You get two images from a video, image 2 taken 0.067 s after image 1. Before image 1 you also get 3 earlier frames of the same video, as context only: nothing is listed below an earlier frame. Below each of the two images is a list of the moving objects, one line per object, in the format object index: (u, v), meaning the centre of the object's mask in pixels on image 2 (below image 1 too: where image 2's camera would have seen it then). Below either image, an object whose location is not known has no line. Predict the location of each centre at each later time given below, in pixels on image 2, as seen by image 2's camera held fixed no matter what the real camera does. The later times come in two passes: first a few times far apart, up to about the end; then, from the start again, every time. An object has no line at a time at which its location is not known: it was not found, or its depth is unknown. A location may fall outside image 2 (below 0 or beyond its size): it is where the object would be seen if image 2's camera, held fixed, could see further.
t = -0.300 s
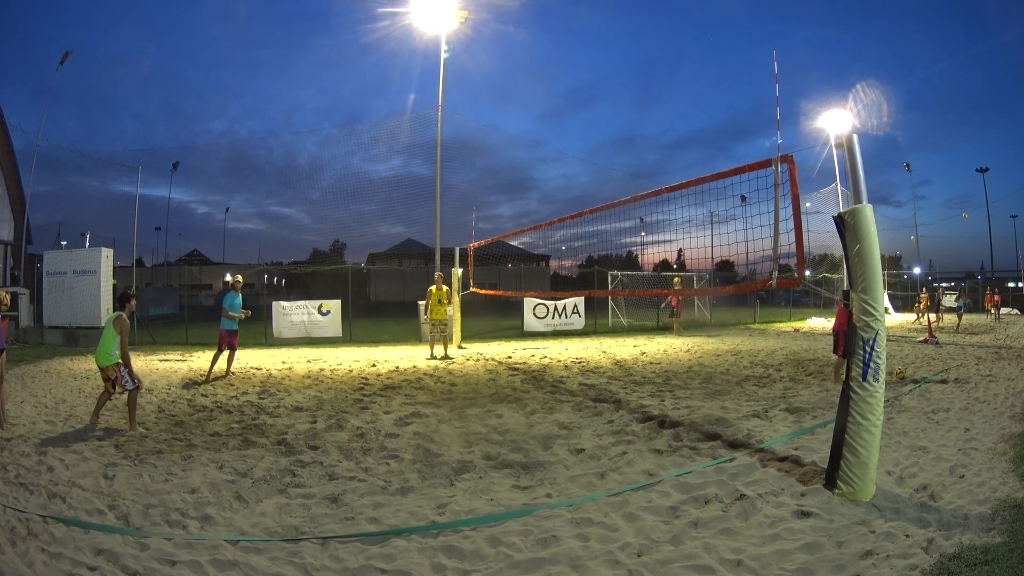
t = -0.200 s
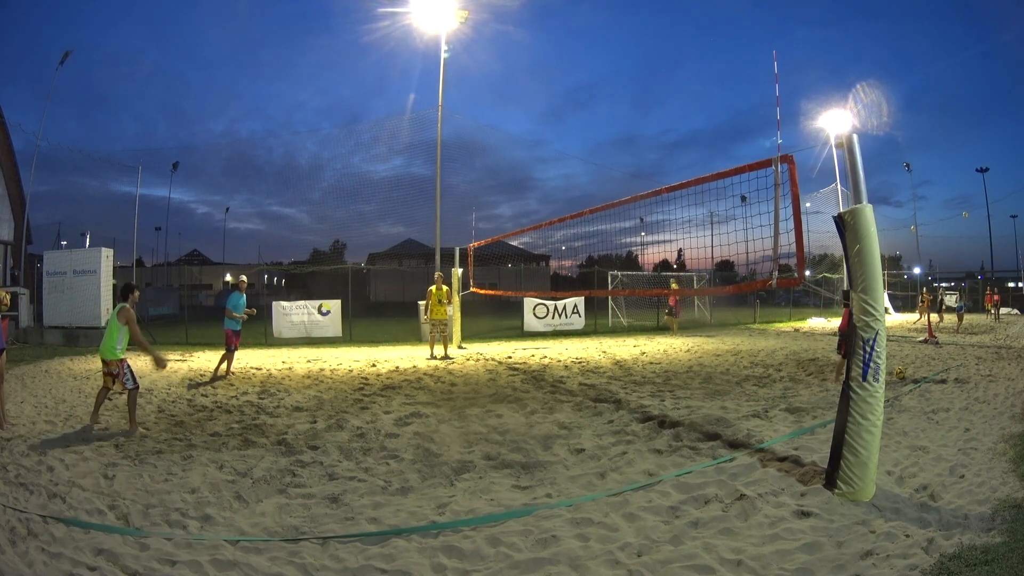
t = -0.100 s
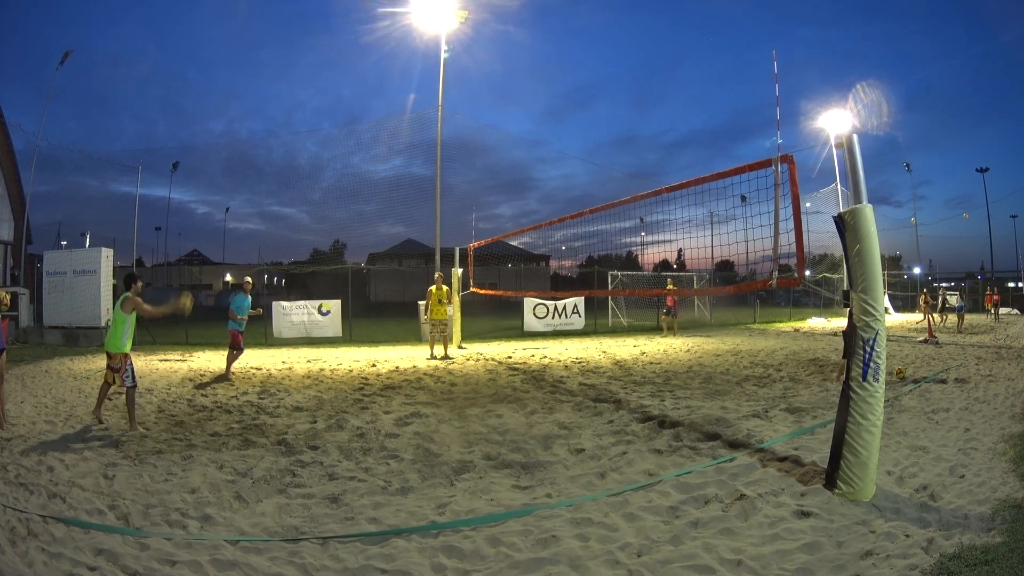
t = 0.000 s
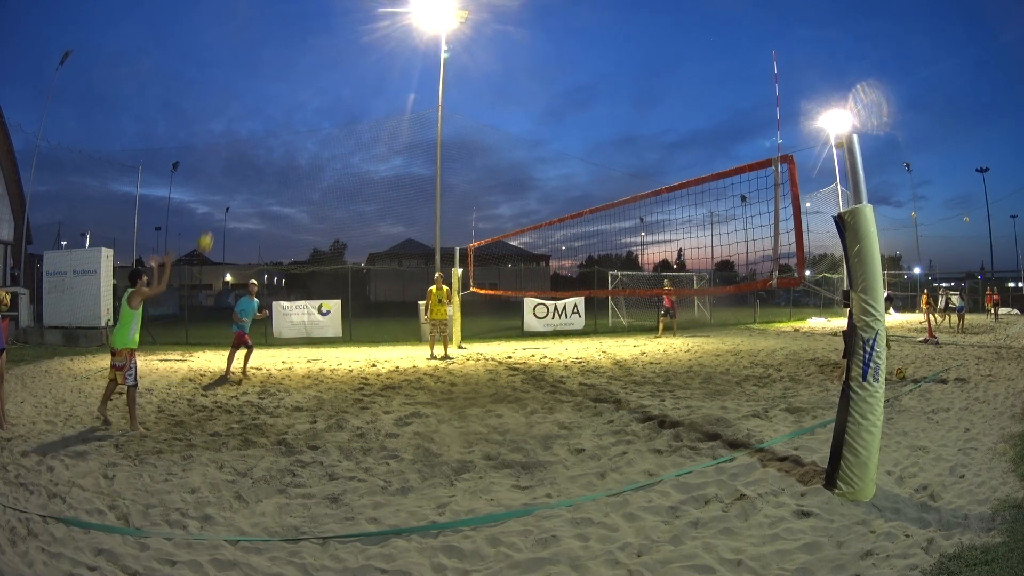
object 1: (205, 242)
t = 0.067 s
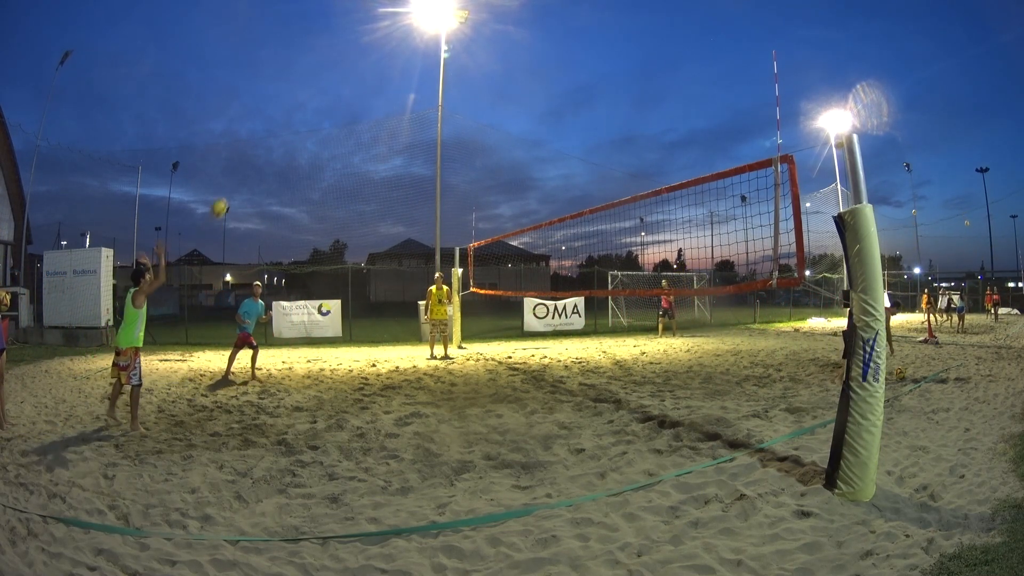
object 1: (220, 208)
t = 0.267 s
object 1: (261, 135)
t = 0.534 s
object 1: (306, 95)
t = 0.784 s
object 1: (338, 100)
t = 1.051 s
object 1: (365, 145)
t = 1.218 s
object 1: (381, 194)
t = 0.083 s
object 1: (223, 200)
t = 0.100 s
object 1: (227, 192)
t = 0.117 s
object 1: (230, 185)
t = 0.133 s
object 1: (234, 178)
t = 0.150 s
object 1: (238, 172)
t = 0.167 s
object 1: (241, 166)
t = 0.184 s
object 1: (245, 160)
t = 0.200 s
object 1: (248, 155)
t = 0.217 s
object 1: (251, 149)
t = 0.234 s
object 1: (255, 144)
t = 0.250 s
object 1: (258, 139)
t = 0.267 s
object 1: (261, 135)
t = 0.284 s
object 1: (264, 130)
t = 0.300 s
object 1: (267, 127)
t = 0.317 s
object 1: (270, 123)
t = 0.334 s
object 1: (273, 119)
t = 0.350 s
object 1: (276, 116)
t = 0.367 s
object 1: (280, 113)
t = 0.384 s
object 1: (282, 110)
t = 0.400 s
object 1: (285, 108)
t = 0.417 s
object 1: (288, 105)
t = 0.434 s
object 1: (291, 103)
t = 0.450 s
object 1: (293, 101)
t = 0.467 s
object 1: (296, 99)
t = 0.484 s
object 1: (299, 98)
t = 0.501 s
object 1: (301, 97)
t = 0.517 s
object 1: (304, 96)
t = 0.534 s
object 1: (306, 95)
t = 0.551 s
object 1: (309, 94)
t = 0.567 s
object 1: (311, 93)
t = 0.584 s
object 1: (313, 92)
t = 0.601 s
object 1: (316, 92)
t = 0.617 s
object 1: (318, 92)
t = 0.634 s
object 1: (320, 92)
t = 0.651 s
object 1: (322, 92)
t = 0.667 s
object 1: (325, 93)
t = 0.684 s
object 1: (327, 94)
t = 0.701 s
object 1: (329, 94)
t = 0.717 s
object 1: (330, 95)
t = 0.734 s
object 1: (333, 96)
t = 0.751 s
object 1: (335, 97)
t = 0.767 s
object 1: (336, 99)
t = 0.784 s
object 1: (338, 100)
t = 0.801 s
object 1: (340, 102)
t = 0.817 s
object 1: (342, 104)
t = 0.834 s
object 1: (344, 106)
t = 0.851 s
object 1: (346, 108)
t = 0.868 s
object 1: (348, 110)
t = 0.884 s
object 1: (349, 113)
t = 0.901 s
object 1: (351, 115)
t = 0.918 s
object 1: (353, 118)
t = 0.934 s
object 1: (354, 121)
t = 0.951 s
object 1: (356, 124)
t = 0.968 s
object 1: (358, 127)
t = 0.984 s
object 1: (359, 130)
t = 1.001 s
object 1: (361, 134)
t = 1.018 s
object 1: (362, 138)
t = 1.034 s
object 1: (364, 142)
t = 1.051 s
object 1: (365, 145)
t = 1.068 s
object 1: (367, 150)
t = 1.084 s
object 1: (369, 154)
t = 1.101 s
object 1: (370, 158)
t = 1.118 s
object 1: (372, 163)
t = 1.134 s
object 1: (373, 168)
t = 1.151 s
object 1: (375, 172)
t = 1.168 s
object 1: (376, 178)
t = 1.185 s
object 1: (378, 183)
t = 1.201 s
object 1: (379, 189)
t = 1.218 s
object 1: (381, 194)
